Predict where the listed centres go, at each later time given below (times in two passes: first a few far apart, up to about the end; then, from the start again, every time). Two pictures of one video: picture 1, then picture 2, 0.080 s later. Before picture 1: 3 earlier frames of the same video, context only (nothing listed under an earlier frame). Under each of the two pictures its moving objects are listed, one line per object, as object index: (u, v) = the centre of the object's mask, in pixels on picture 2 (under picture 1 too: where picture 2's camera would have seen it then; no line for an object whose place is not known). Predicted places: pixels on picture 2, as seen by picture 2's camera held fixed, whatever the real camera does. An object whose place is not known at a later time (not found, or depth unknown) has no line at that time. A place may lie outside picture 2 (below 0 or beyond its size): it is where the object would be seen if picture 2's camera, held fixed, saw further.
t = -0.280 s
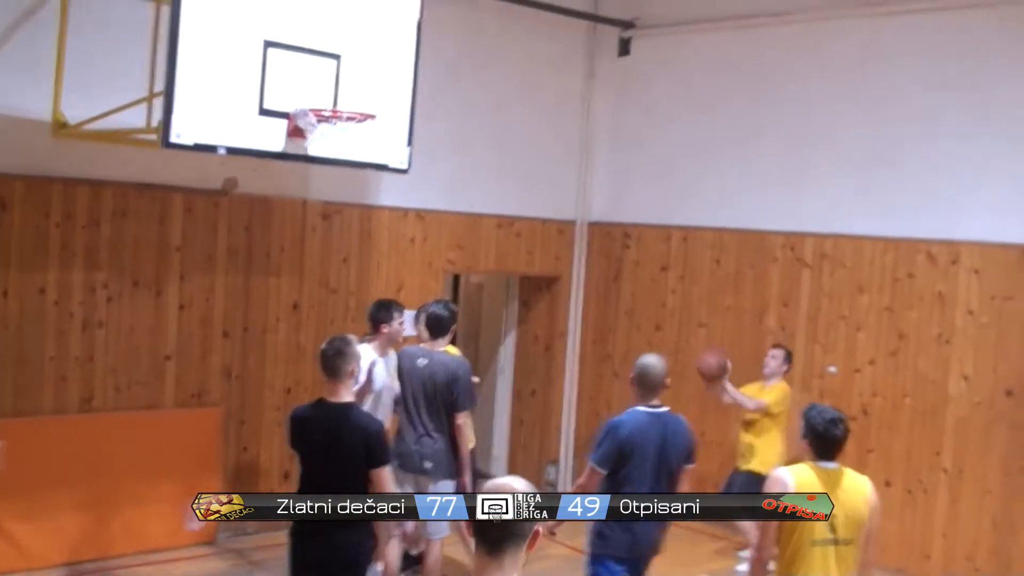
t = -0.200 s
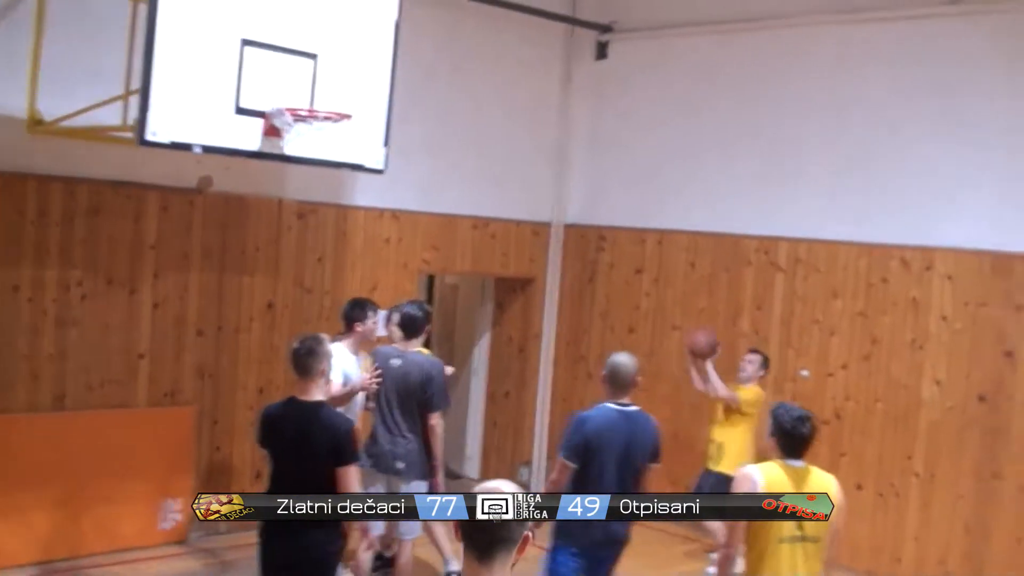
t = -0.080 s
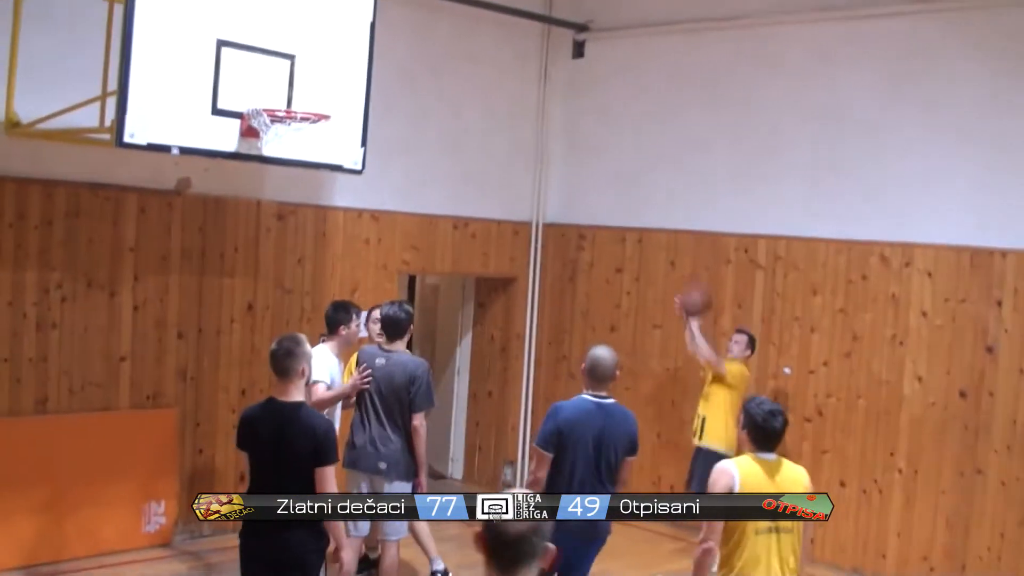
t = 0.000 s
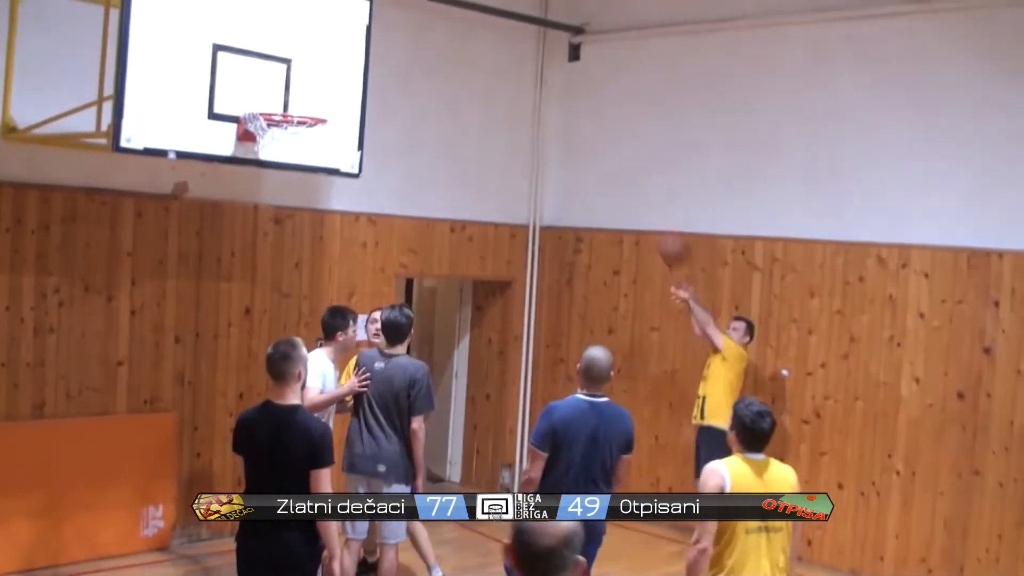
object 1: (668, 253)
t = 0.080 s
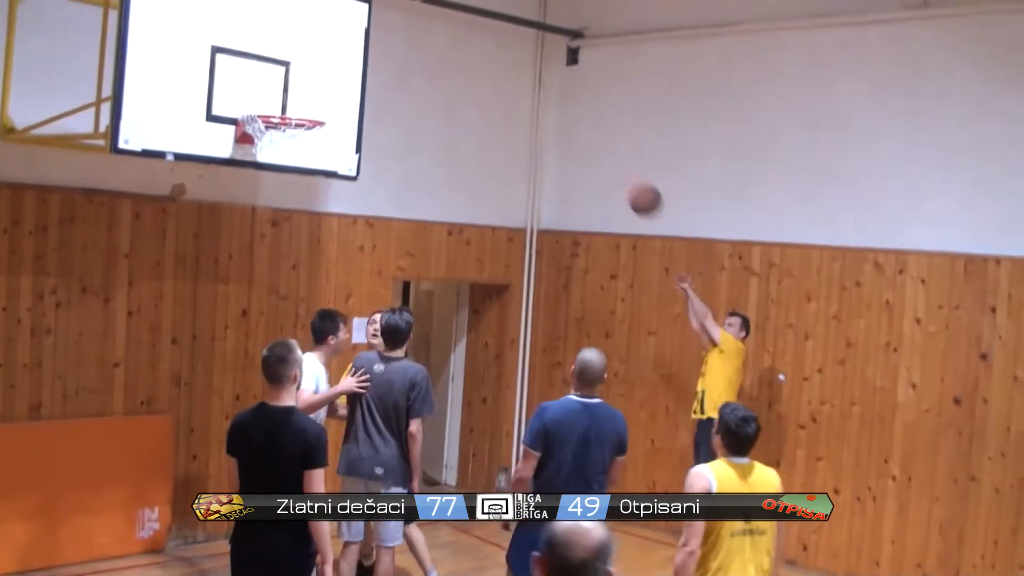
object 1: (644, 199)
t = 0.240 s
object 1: (586, 112)
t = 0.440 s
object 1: (504, 44)
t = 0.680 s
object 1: (391, 36)
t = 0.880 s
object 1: (280, 101)
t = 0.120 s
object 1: (630, 173)
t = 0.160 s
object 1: (616, 151)
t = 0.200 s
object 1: (601, 131)
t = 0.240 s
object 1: (586, 112)
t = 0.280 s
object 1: (571, 95)
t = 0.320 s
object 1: (556, 79)
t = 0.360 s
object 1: (538, 65)
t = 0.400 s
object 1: (522, 54)
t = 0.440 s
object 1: (504, 44)
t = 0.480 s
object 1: (486, 37)
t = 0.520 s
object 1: (469, 32)
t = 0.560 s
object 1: (451, 29)
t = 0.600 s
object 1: (431, 28)
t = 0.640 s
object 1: (412, 31)
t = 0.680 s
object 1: (391, 36)
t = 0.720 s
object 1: (373, 43)
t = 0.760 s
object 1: (350, 54)
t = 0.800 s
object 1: (326, 67)
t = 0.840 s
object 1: (303, 83)
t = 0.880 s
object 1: (280, 101)
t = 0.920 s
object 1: (274, 114)
